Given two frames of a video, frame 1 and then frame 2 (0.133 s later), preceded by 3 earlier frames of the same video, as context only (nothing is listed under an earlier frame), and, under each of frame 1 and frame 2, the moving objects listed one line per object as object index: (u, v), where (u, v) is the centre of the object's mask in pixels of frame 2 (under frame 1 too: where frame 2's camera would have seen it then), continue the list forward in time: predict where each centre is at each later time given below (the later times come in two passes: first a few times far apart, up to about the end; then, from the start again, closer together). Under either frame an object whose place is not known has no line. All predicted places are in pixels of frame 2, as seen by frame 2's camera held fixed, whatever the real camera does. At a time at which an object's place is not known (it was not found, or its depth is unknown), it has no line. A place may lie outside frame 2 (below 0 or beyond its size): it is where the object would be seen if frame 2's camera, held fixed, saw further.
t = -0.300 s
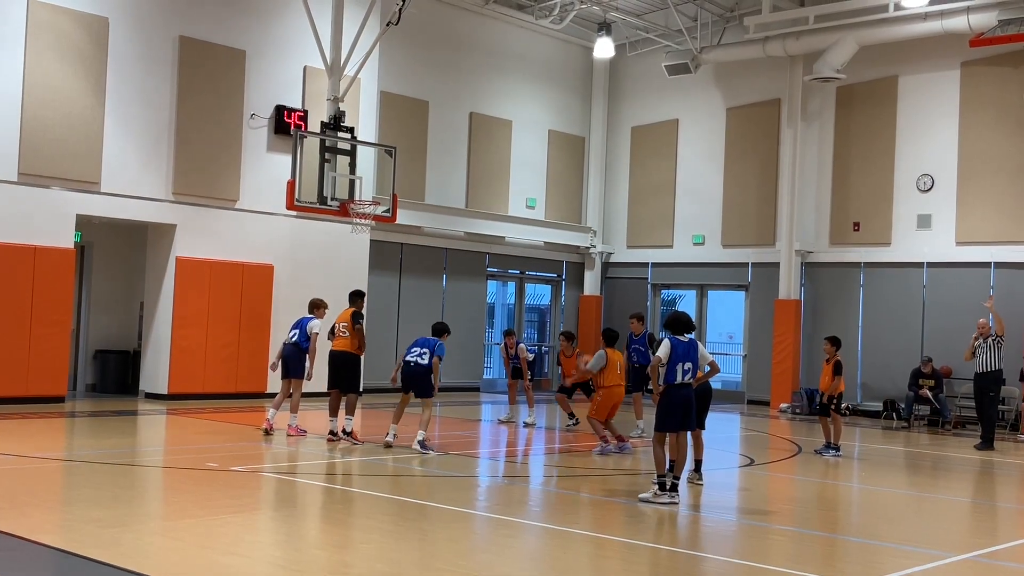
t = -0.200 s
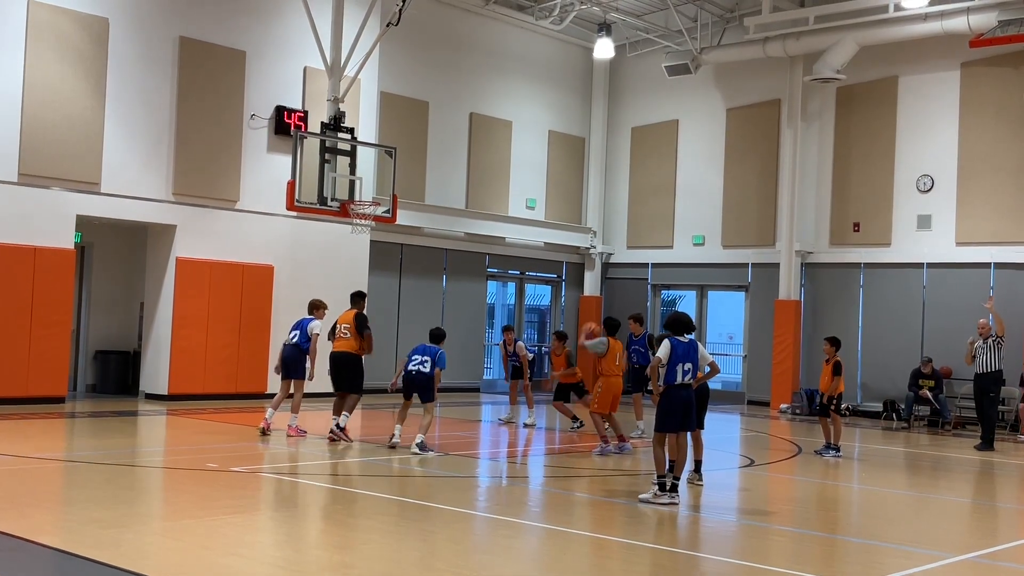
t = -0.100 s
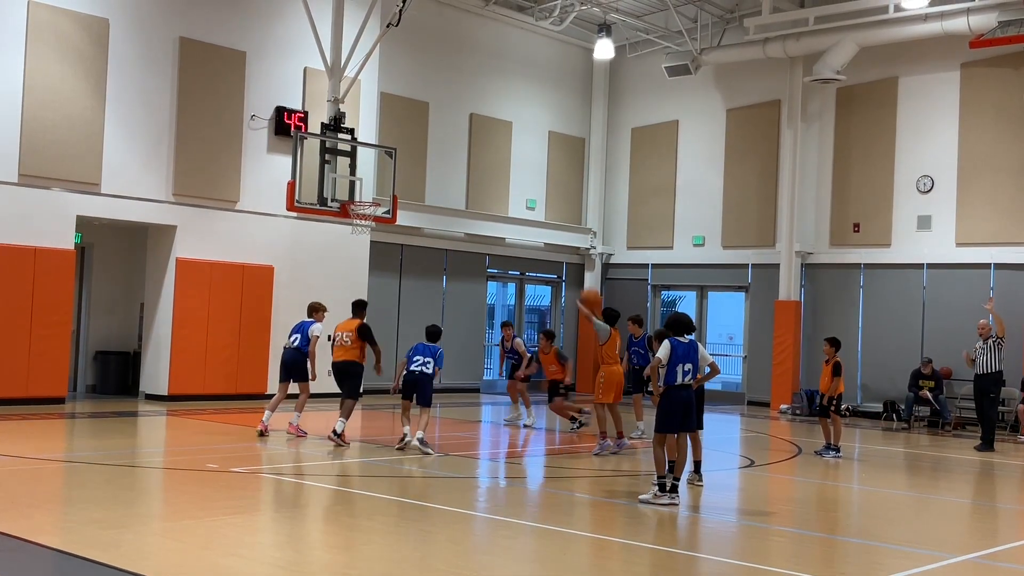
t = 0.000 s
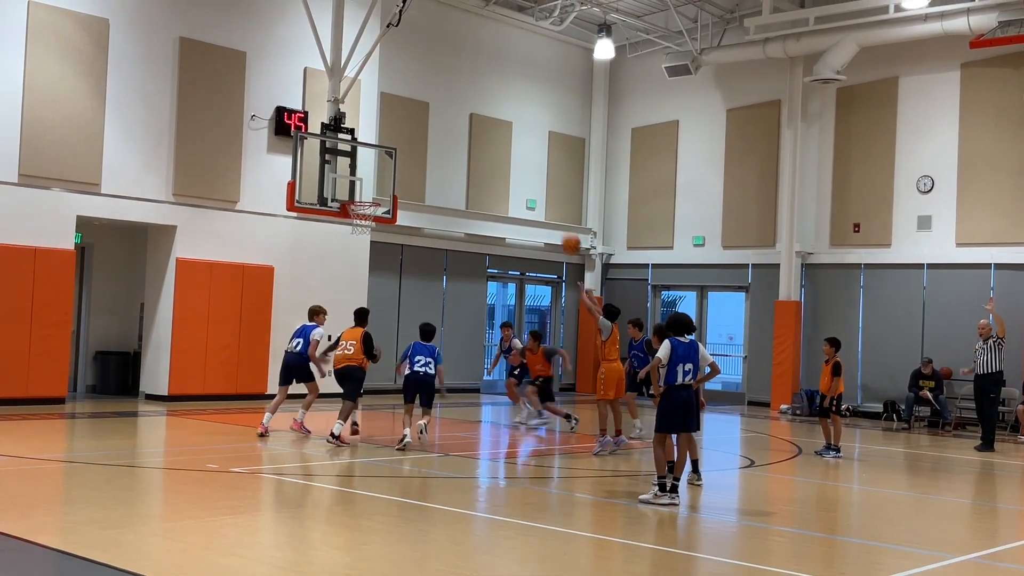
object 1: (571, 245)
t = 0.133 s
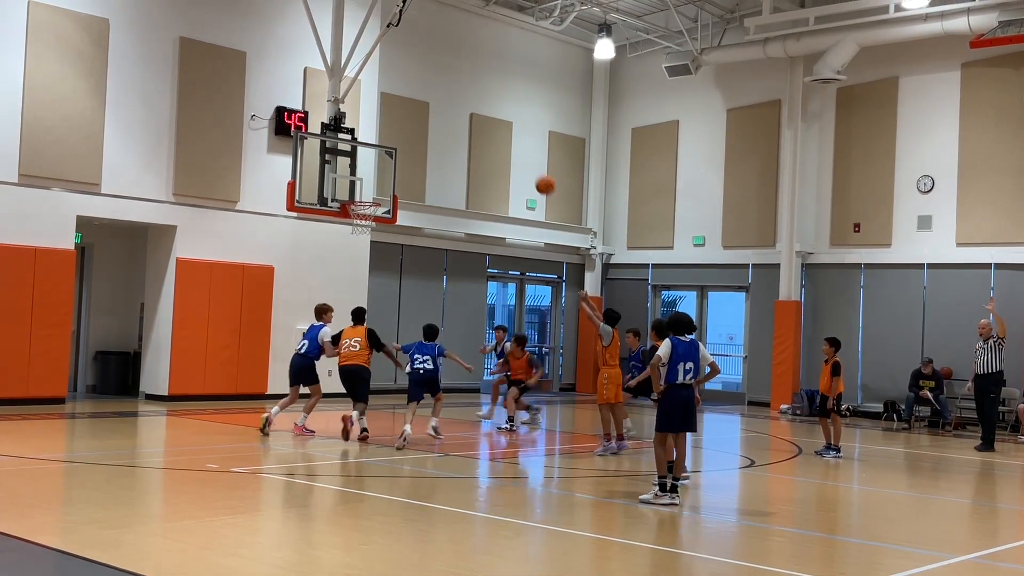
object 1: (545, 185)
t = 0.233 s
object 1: (526, 152)
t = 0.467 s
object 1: (483, 108)
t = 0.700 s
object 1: (442, 107)
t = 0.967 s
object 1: (397, 152)
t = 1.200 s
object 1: (363, 203)
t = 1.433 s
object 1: (366, 218)
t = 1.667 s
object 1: (368, 234)
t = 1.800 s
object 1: (367, 259)
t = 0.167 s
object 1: (539, 173)
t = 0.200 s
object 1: (532, 162)
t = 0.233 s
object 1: (526, 152)
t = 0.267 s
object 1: (520, 143)
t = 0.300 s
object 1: (514, 135)
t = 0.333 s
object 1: (508, 128)
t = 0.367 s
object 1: (502, 122)
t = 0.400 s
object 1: (495, 116)
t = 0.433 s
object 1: (490, 112)
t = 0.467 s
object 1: (483, 108)
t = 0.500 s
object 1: (478, 105)
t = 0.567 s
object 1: (466, 103)
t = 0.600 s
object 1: (460, 102)
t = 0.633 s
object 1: (454, 103)
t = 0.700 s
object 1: (442, 107)
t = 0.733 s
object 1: (437, 110)
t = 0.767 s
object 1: (431, 114)
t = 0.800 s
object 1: (425, 118)
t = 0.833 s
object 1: (419, 124)
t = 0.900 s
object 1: (408, 136)
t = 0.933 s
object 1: (402, 144)
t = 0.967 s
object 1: (397, 152)
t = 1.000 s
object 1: (391, 161)
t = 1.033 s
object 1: (385, 170)
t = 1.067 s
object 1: (380, 181)
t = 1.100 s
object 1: (374, 191)
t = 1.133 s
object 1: (370, 198)
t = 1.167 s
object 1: (366, 200)
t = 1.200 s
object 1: (363, 203)
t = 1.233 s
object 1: (361, 206)
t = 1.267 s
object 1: (361, 207)
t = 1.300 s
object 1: (362, 208)
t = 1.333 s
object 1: (364, 211)
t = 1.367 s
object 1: (364, 214)
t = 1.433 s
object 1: (366, 218)
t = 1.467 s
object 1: (367, 219)
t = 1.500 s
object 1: (367, 220)
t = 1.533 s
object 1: (368, 222)
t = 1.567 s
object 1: (368, 223)
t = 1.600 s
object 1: (368, 226)
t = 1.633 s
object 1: (368, 230)
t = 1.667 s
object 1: (368, 234)
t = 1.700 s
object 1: (368, 239)
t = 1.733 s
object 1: (367, 245)
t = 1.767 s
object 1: (367, 251)
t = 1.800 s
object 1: (367, 259)
